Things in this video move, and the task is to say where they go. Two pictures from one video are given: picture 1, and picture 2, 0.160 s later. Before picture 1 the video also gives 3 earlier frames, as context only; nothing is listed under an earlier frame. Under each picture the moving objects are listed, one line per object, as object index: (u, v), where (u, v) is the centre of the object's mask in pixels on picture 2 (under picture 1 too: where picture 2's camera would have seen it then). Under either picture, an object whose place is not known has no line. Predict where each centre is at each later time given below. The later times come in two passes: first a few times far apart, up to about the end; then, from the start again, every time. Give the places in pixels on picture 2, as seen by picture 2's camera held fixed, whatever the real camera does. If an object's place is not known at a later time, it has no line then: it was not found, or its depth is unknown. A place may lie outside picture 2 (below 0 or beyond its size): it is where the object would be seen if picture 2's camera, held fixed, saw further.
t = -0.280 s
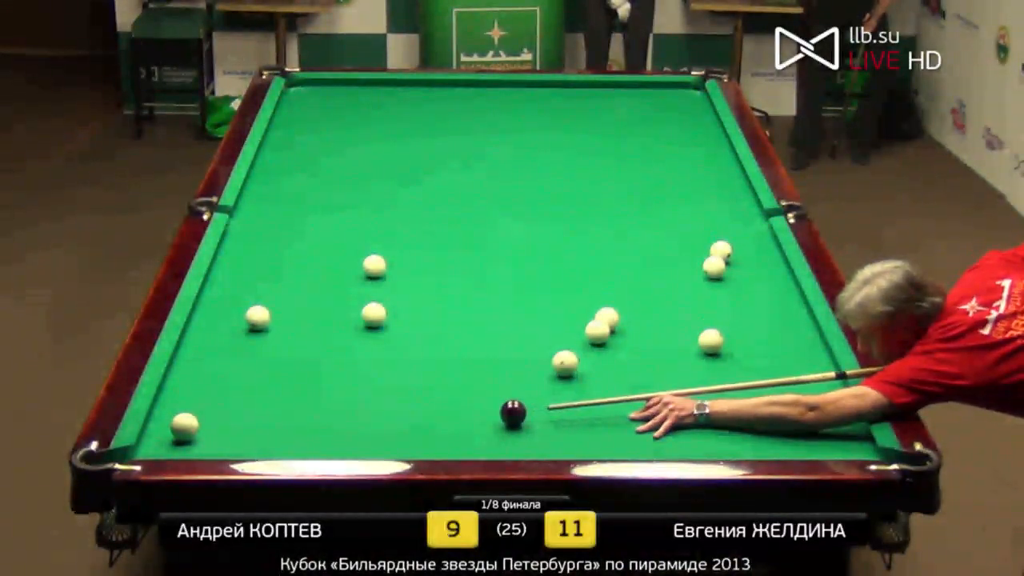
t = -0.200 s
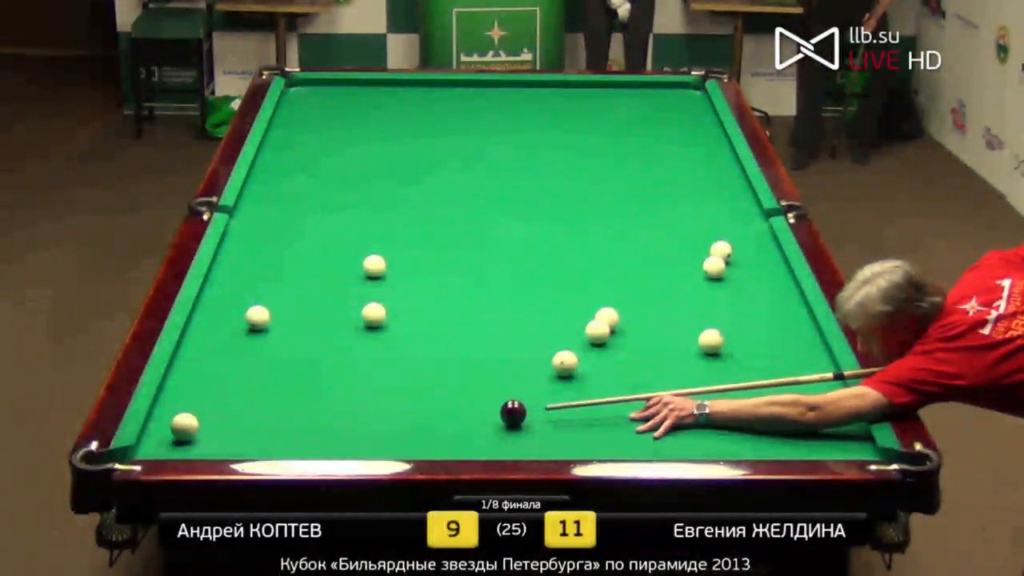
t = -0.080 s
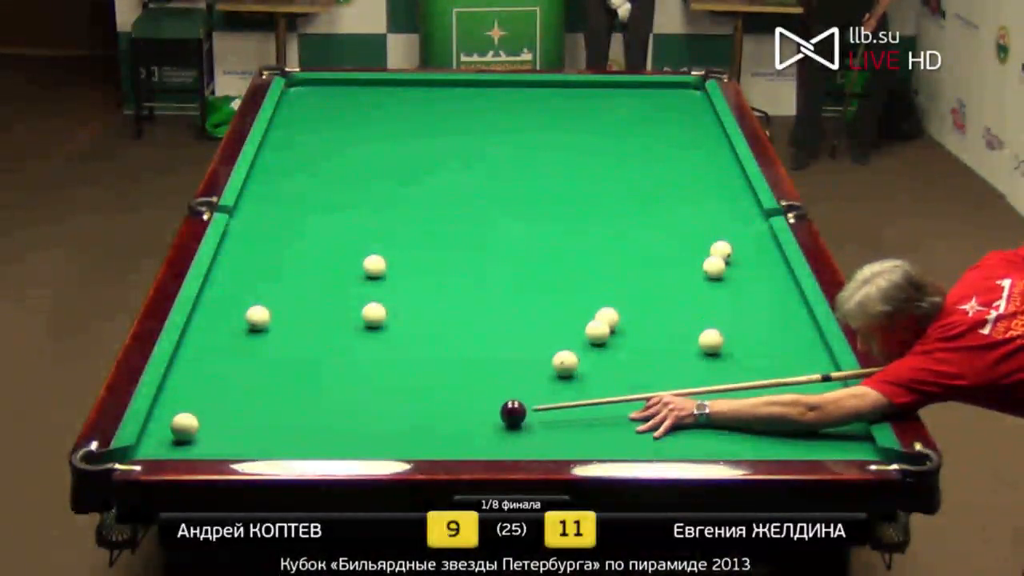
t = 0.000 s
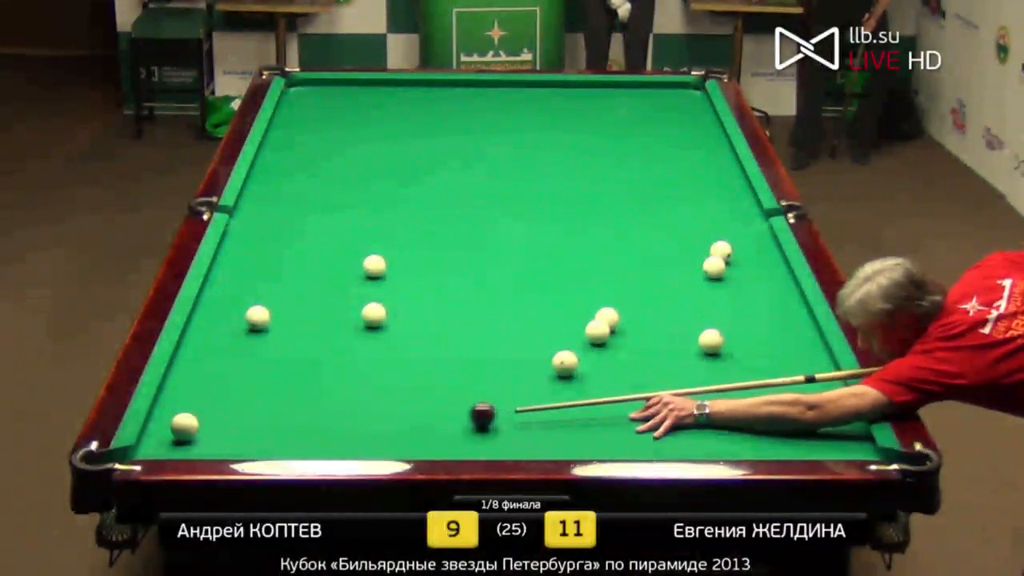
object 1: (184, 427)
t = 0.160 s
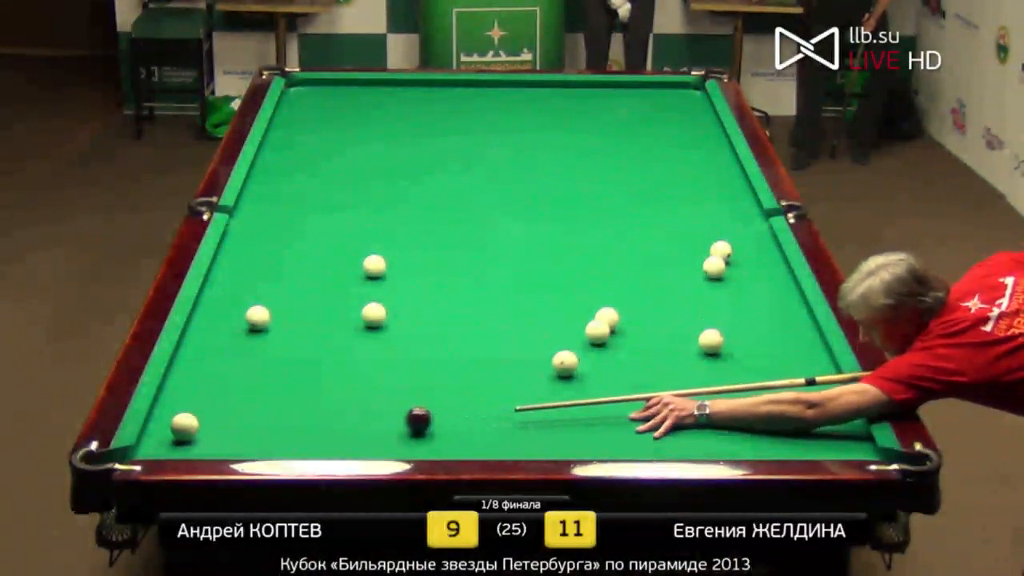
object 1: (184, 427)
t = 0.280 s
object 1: (184, 427)
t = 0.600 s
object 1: (184, 427)
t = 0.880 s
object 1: (166, 419)
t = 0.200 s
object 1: (184, 427)
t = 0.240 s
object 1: (184, 427)
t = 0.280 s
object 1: (184, 427)
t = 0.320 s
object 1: (184, 427)
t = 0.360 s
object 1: (184, 427)
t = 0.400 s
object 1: (184, 427)
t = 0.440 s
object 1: (184, 427)
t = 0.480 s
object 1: (184, 427)
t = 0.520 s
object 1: (184, 427)
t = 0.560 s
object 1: (184, 427)
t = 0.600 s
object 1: (184, 427)
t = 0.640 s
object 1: (184, 427)
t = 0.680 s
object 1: (184, 428)
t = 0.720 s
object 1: (184, 427)
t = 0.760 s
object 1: (179, 424)
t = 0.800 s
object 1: (174, 422)
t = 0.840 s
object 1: (169, 420)
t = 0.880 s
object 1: (166, 419)
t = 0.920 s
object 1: (161, 419)
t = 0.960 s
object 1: (161, 417)
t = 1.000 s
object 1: (164, 417)
